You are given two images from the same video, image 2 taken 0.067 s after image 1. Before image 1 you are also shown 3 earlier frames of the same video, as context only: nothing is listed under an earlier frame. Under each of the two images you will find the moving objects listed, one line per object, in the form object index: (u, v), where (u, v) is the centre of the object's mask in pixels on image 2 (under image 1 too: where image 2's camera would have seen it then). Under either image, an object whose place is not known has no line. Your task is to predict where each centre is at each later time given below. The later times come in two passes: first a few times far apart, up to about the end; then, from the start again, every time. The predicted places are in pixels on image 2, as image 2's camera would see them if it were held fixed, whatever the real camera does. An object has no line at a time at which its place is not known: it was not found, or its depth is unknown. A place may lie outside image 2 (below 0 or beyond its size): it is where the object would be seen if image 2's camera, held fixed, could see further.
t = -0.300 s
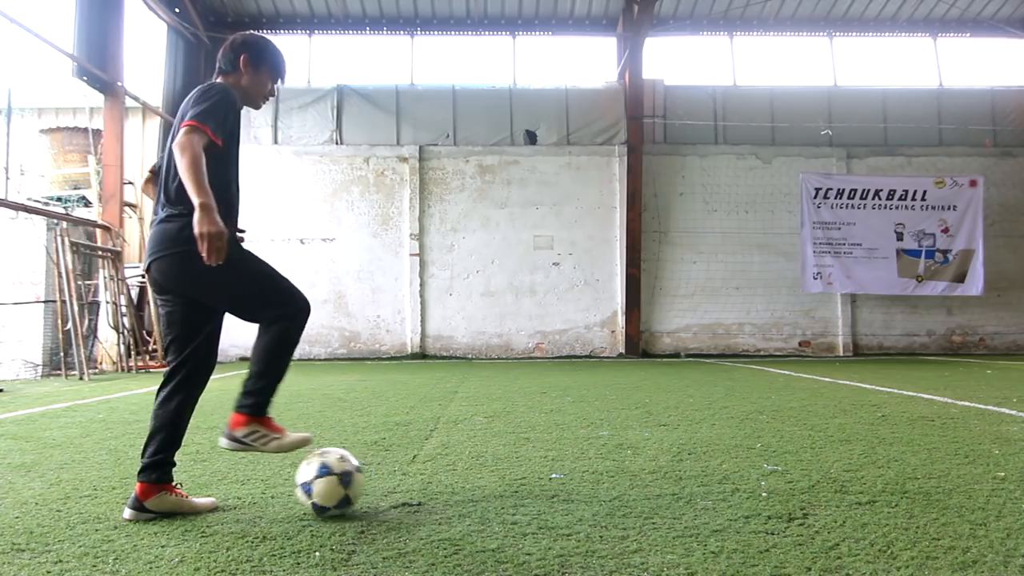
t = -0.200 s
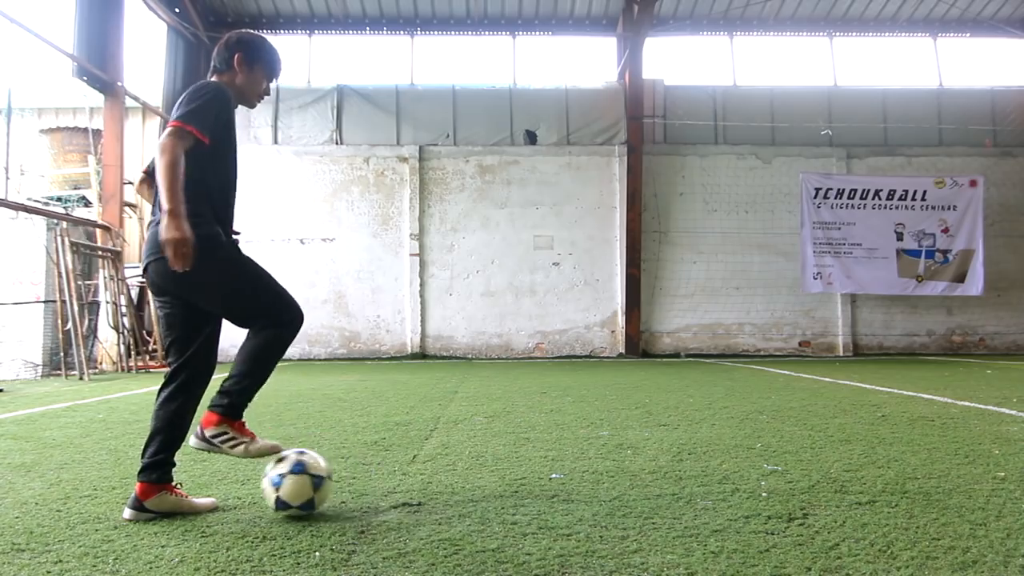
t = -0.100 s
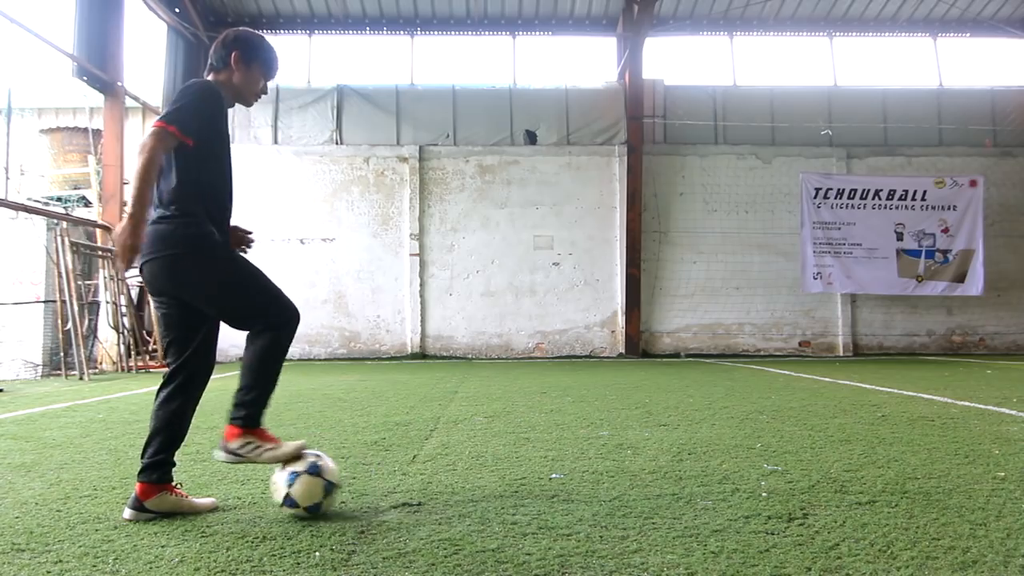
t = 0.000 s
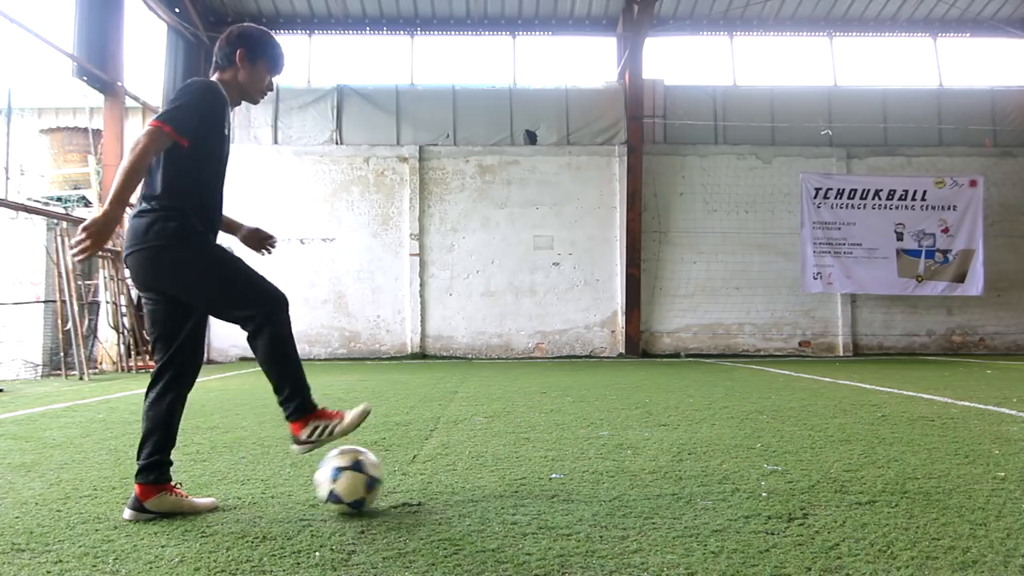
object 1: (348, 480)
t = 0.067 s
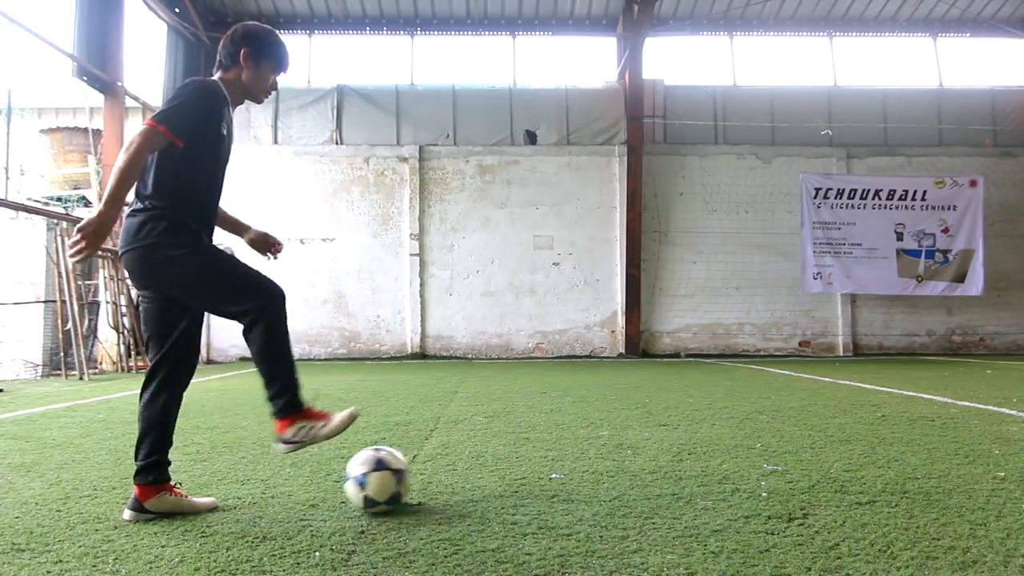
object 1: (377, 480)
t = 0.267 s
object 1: (458, 474)
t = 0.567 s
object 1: (565, 470)
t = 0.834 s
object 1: (651, 466)
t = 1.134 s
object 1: (733, 461)
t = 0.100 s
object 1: (391, 478)
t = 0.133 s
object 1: (404, 476)
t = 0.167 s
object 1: (417, 475)
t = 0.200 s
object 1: (431, 475)
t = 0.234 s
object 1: (444, 475)
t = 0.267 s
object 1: (458, 474)
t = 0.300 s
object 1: (470, 473)
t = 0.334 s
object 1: (482, 473)
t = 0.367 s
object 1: (494, 473)
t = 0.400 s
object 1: (507, 472)
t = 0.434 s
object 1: (519, 472)
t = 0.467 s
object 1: (530, 472)
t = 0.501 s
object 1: (542, 471)
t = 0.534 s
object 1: (554, 471)
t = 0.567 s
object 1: (565, 470)
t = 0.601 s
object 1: (577, 470)
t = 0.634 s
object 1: (588, 470)
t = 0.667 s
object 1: (598, 469)
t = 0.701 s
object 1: (609, 467)
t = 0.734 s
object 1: (620, 468)
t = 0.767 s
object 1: (630, 467)
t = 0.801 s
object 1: (641, 466)
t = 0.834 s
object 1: (651, 466)
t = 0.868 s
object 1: (661, 466)
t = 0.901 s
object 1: (670, 464)
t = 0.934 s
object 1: (680, 464)
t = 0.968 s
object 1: (689, 464)
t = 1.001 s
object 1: (699, 464)
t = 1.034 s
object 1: (707, 462)
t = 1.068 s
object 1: (716, 462)
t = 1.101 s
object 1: (725, 462)
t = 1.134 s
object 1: (733, 461)
